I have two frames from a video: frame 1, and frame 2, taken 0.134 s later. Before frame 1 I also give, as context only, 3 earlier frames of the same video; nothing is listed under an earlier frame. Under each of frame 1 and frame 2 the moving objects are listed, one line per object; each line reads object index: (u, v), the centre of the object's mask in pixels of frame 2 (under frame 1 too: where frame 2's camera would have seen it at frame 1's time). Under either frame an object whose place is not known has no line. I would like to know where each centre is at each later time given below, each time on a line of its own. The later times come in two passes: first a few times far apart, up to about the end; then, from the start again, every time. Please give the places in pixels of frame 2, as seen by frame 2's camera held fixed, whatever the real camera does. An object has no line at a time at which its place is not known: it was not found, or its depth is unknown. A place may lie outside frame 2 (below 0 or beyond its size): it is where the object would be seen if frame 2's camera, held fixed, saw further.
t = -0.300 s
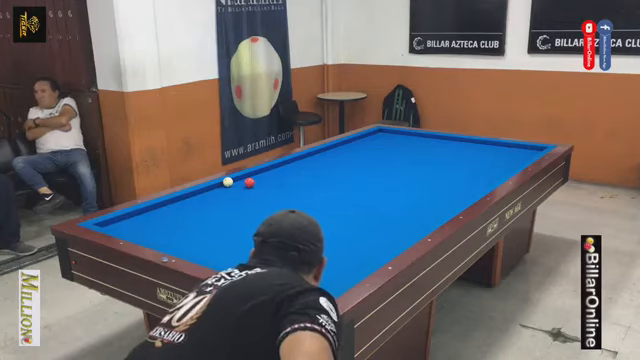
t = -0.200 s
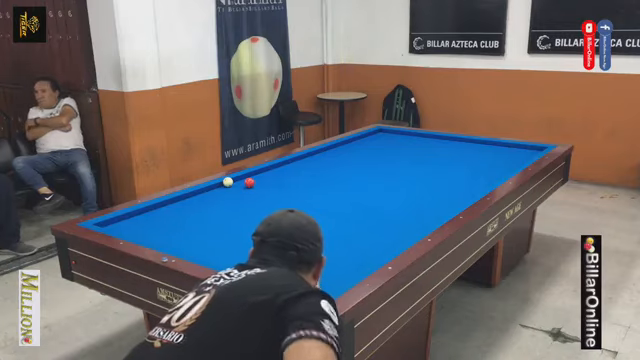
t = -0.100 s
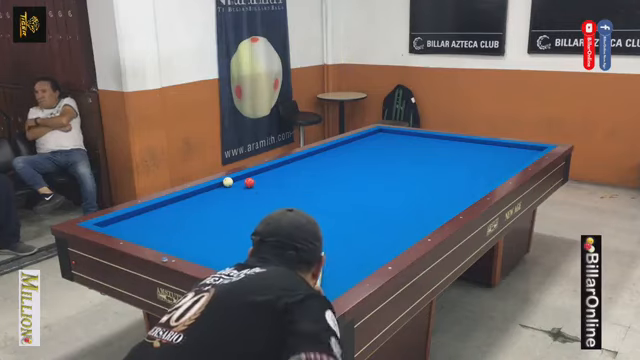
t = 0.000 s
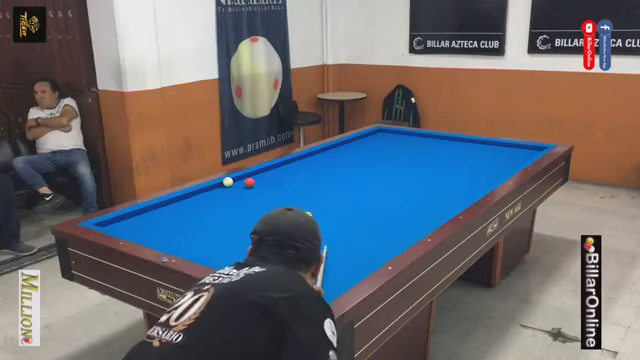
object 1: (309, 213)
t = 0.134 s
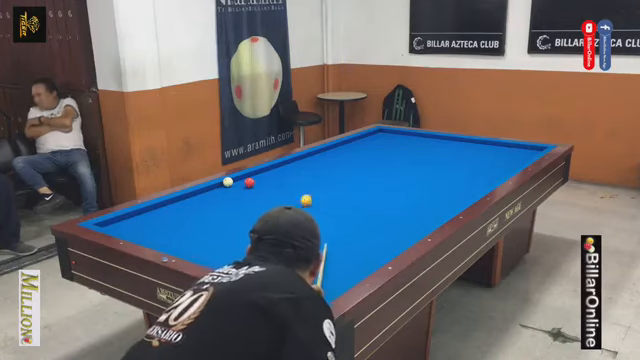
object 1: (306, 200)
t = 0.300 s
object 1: (305, 182)
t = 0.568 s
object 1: (303, 160)
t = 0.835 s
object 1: (352, 149)
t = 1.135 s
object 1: (409, 141)
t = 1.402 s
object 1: (443, 140)
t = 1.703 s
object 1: (462, 152)
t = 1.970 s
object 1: (482, 163)
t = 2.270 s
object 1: (490, 176)
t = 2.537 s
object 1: (453, 182)
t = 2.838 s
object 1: (410, 188)
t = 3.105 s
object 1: (370, 194)
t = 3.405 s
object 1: (324, 201)
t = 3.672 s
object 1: (281, 207)
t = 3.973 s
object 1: (230, 215)
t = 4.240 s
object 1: (182, 222)
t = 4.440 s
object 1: (145, 228)
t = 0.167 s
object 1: (306, 196)
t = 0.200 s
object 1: (305, 193)
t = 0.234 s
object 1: (305, 189)
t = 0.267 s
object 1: (305, 185)
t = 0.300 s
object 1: (305, 182)
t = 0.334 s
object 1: (304, 179)
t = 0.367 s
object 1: (304, 176)
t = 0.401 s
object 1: (304, 173)
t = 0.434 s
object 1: (304, 170)
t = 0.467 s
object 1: (304, 167)
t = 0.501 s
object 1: (304, 165)
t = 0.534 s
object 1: (303, 162)
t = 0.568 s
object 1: (303, 160)
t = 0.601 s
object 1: (303, 157)
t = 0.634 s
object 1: (307, 155)
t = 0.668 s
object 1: (315, 154)
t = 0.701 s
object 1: (323, 153)
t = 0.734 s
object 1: (331, 152)
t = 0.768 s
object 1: (339, 151)
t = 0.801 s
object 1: (345, 150)
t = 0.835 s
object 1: (352, 149)
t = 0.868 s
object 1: (358, 148)
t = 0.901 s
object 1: (365, 147)
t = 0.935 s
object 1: (372, 146)
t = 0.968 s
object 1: (378, 145)
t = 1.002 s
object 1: (384, 144)
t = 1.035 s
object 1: (390, 143)
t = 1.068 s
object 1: (397, 142)
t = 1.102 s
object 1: (402, 142)
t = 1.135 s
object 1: (409, 141)
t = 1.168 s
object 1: (415, 140)
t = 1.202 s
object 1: (420, 139)
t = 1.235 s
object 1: (426, 138)
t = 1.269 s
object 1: (432, 137)
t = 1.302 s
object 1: (437, 136)
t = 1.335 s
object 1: (439, 137)
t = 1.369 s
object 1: (441, 138)
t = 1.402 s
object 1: (443, 140)
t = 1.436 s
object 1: (444, 141)
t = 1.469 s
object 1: (446, 142)
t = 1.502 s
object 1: (448, 144)
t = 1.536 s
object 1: (451, 145)
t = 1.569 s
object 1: (453, 146)
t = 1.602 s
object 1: (455, 148)
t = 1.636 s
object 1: (457, 149)
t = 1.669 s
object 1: (459, 150)
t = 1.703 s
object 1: (462, 152)
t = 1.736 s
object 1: (464, 153)
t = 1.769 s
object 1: (467, 154)
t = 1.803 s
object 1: (469, 156)
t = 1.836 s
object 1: (472, 157)
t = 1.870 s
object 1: (474, 159)
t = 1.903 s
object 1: (477, 160)
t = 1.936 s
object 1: (479, 162)
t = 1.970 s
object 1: (482, 163)
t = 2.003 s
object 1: (485, 165)
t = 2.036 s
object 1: (488, 167)
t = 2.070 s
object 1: (491, 168)
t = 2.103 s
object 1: (494, 170)
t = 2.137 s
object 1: (497, 172)
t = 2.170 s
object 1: (500, 173)
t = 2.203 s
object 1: (500, 174)
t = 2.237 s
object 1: (495, 175)
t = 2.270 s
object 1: (490, 176)
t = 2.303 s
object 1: (485, 177)
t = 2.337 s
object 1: (481, 177)
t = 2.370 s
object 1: (476, 178)
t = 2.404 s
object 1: (471, 179)
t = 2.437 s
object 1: (467, 179)
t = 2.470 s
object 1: (462, 180)
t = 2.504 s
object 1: (457, 181)
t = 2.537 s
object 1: (453, 182)
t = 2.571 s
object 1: (448, 182)
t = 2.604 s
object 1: (444, 183)
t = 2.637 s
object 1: (439, 184)
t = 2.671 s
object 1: (434, 184)
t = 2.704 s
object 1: (429, 185)
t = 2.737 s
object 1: (425, 186)
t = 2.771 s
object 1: (420, 186)
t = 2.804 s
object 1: (415, 187)
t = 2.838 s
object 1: (410, 188)
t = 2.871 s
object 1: (405, 189)
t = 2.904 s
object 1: (401, 189)
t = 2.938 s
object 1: (395, 190)
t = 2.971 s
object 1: (390, 191)
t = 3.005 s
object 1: (385, 192)
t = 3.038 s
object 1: (381, 192)
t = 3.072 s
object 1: (376, 193)
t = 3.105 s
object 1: (370, 194)
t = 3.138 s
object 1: (366, 194)
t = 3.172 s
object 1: (360, 195)
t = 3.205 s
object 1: (355, 196)
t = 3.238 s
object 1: (350, 197)
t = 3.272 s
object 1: (345, 198)
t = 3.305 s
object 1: (340, 199)
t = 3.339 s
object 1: (335, 199)
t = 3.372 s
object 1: (329, 200)
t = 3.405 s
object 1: (324, 201)
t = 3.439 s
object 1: (319, 202)
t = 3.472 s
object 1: (313, 203)
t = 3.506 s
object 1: (308, 203)
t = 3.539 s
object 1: (303, 204)
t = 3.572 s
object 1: (297, 205)
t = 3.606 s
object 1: (292, 206)
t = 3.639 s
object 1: (286, 207)
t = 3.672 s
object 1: (281, 207)
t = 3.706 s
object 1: (275, 208)
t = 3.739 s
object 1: (269, 209)
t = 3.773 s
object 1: (264, 210)
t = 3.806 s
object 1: (258, 211)
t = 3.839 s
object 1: (253, 212)
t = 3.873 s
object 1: (247, 213)
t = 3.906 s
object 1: (241, 213)
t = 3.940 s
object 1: (236, 214)
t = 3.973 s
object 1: (230, 215)
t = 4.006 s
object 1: (224, 216)
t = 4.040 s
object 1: (218, 217)
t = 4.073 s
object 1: (212, 218)
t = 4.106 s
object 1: (206, 219)
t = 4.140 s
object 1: (200, 220)
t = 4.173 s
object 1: (194, 221)
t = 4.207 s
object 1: (188, 222)
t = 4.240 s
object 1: (182, 222)
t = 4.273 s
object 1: (176, 223)
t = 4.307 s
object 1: (170, 224)
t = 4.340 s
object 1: (163, 225)
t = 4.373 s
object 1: (157, 226)
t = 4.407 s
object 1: (151, 227)
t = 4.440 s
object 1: (145, 228)
